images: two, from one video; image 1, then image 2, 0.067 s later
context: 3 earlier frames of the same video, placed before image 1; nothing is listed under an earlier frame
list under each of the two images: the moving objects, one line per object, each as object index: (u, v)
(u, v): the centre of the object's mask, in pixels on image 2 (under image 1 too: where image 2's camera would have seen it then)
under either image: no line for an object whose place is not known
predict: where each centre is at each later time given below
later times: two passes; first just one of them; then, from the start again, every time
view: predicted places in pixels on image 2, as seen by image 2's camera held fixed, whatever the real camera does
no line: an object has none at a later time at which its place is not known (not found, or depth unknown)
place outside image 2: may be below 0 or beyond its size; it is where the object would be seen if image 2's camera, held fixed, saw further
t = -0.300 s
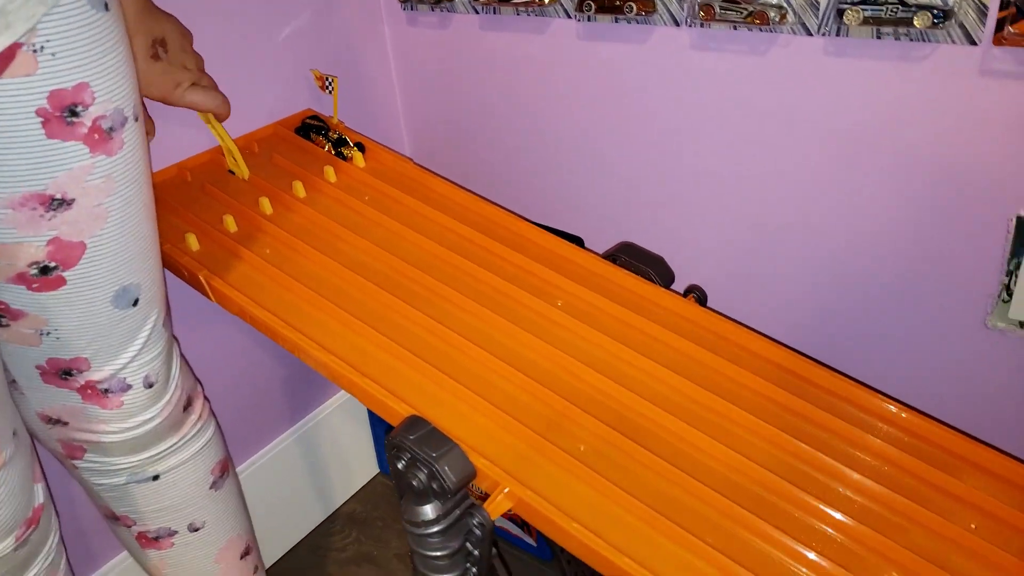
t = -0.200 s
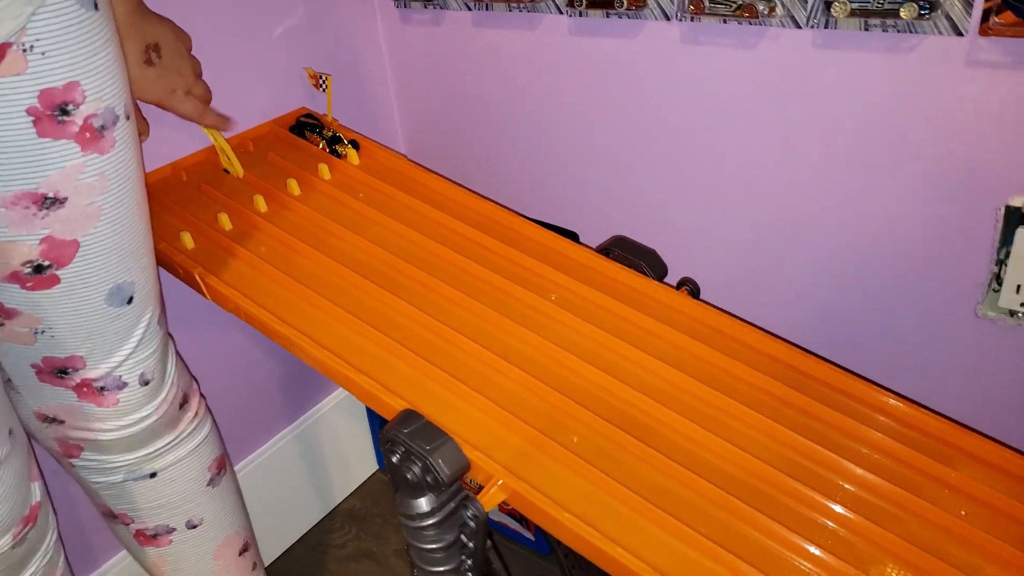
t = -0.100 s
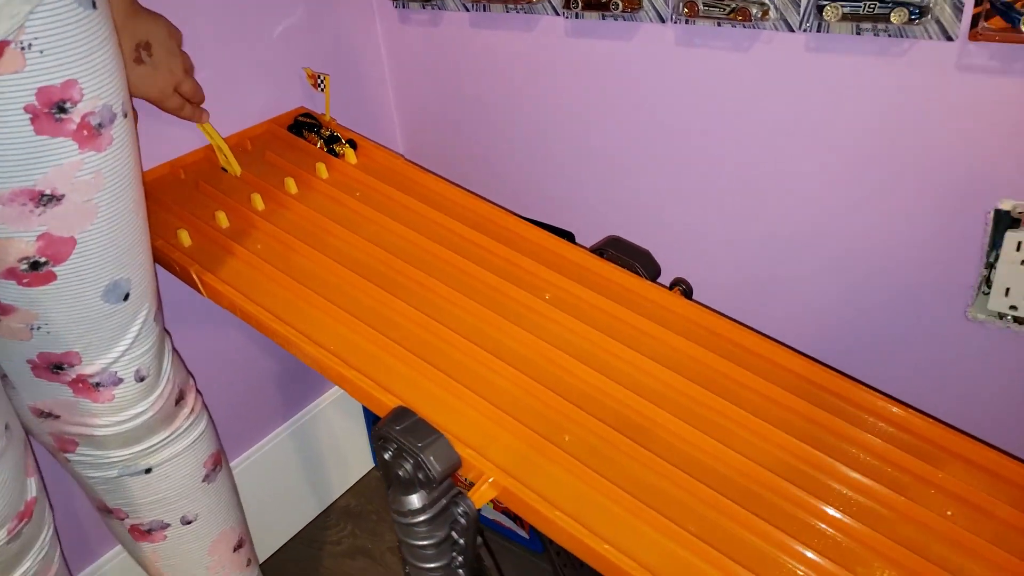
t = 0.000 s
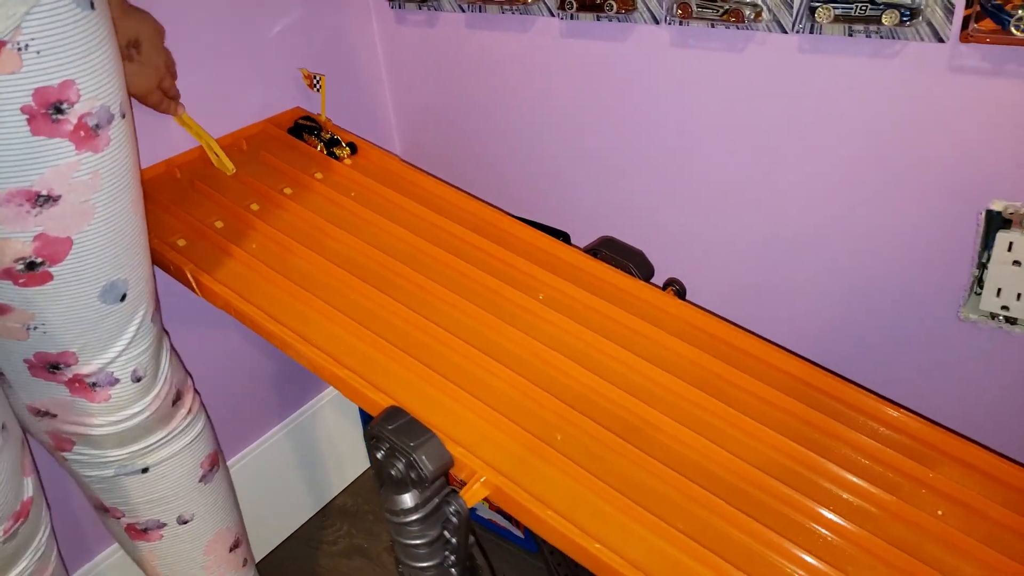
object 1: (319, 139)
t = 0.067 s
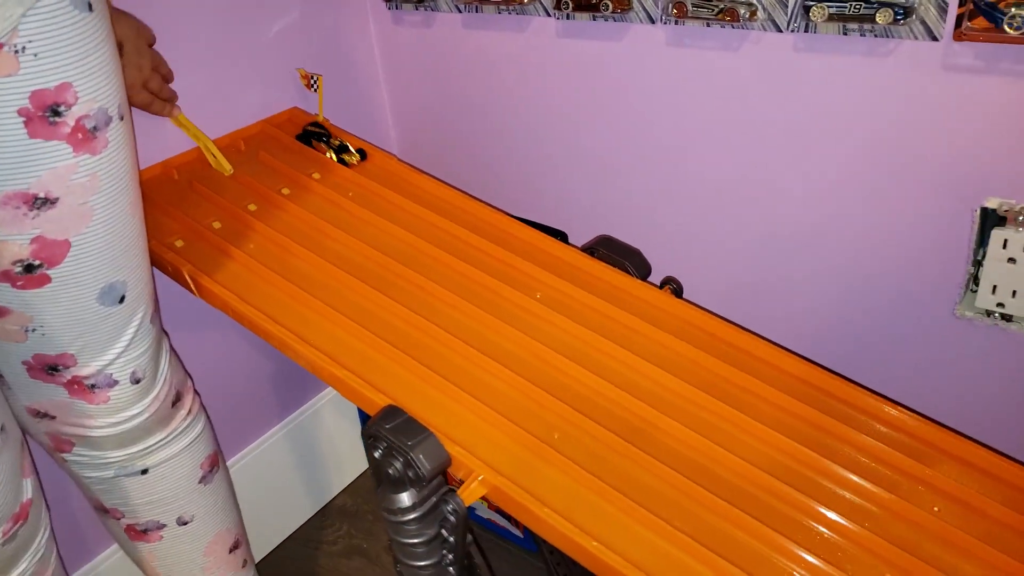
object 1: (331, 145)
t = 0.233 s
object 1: (387, 176)
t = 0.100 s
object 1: (338, 149)
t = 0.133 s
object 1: (348, 155)
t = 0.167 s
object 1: (360, 161)
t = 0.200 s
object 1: (373, 168)
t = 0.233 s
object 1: (387, 176)
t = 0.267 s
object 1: (404, 185)
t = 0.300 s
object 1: (424, 195)
